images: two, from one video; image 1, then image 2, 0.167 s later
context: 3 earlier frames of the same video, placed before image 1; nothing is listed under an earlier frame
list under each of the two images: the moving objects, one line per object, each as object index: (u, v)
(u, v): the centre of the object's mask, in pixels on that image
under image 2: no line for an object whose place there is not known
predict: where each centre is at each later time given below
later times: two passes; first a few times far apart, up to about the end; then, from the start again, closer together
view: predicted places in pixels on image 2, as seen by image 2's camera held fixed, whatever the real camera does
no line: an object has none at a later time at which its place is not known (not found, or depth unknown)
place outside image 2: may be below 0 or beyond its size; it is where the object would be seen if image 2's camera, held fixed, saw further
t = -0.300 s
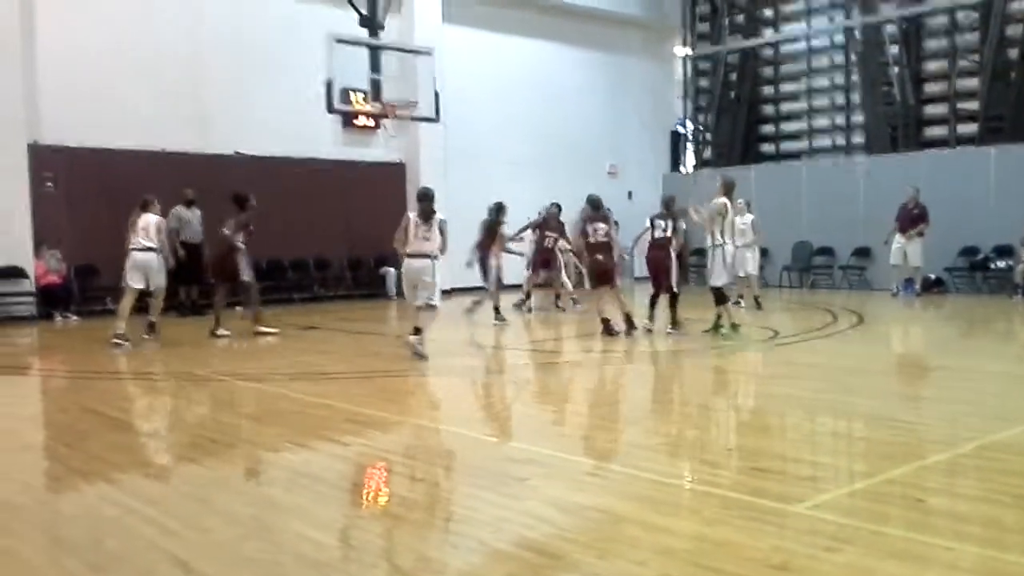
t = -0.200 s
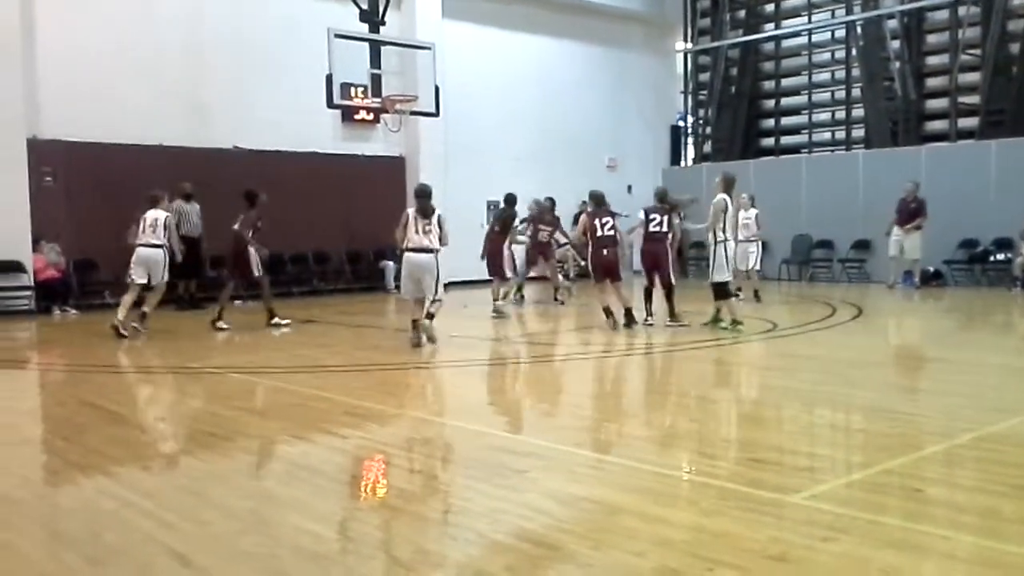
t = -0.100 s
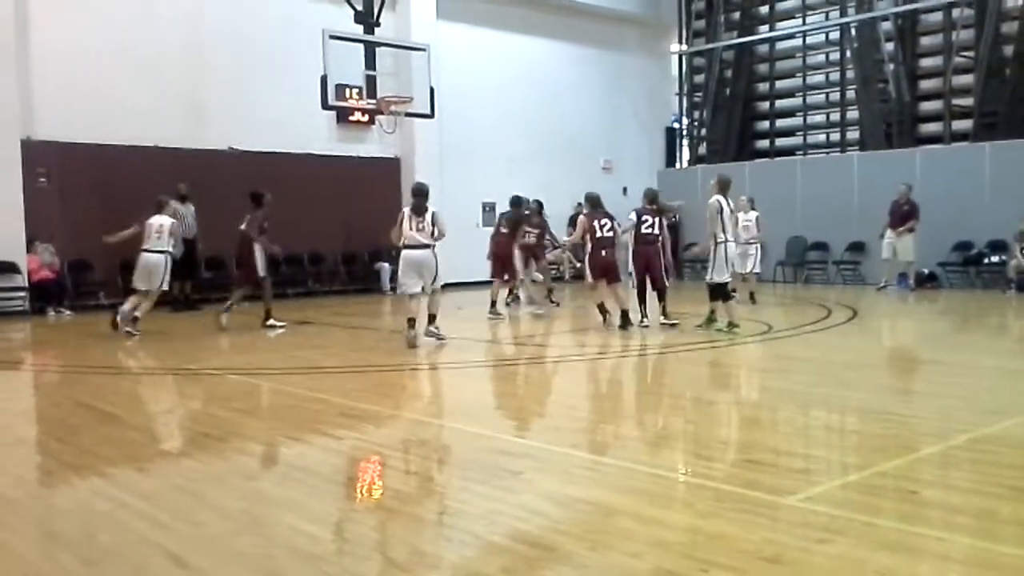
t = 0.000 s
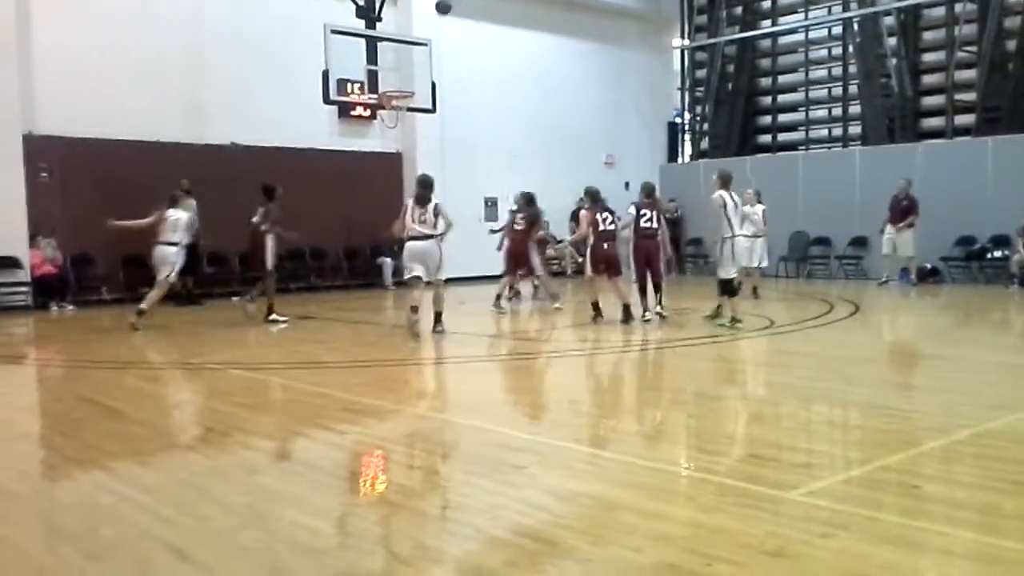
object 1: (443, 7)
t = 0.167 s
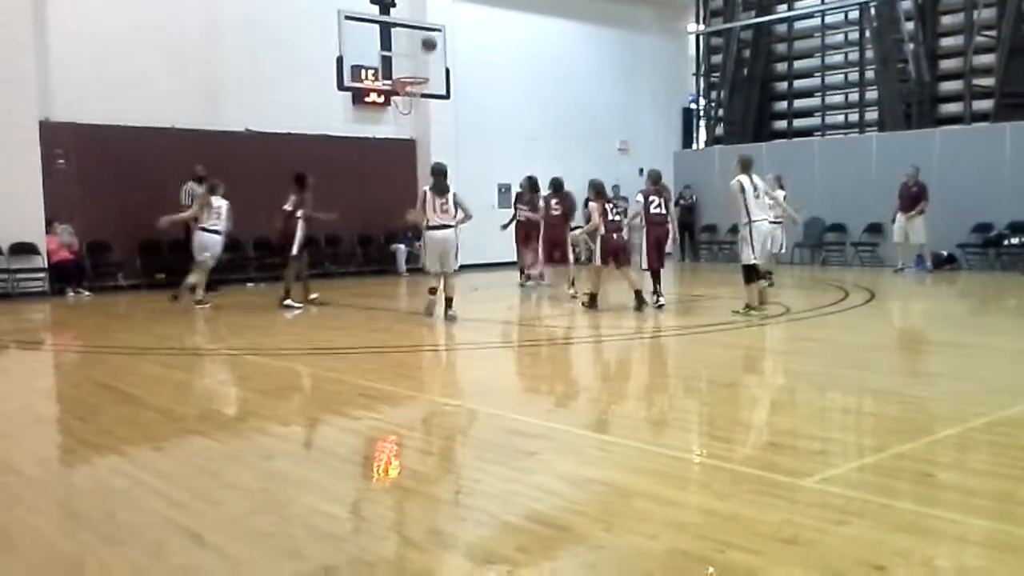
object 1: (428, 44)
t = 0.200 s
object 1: (423, 55)
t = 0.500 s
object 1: (426, 43)
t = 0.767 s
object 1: (462, 39)
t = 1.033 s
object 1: (500, 84)
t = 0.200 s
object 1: (423, 55)
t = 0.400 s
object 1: (413, 57)
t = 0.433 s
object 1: (418, 52)
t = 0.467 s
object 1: (422, 47)
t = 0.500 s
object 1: (426, 43)
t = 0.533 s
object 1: (430, 41)
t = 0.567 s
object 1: (435, 37)
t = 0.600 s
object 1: (440, 37)
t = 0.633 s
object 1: (445, 36)
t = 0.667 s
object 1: (449, 35)
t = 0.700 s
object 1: (453, 35)
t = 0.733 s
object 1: (458, 37)
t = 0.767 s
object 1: (462, 39)
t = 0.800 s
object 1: (467, 42)
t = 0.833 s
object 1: (472, 46)
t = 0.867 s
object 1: (477, 51)
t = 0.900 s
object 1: (481, 55)
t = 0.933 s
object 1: (486, 62)
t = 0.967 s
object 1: (491, 69)
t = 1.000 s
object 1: (496, 76)
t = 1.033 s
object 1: (500, 84)
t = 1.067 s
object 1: (505, 94)
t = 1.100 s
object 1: (510, 104)
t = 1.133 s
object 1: (515, 115)
